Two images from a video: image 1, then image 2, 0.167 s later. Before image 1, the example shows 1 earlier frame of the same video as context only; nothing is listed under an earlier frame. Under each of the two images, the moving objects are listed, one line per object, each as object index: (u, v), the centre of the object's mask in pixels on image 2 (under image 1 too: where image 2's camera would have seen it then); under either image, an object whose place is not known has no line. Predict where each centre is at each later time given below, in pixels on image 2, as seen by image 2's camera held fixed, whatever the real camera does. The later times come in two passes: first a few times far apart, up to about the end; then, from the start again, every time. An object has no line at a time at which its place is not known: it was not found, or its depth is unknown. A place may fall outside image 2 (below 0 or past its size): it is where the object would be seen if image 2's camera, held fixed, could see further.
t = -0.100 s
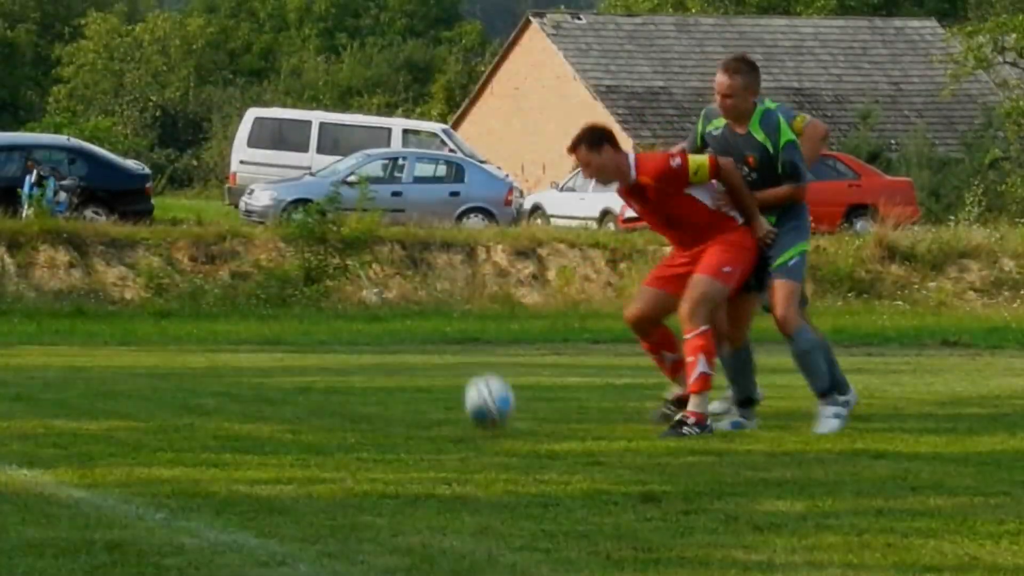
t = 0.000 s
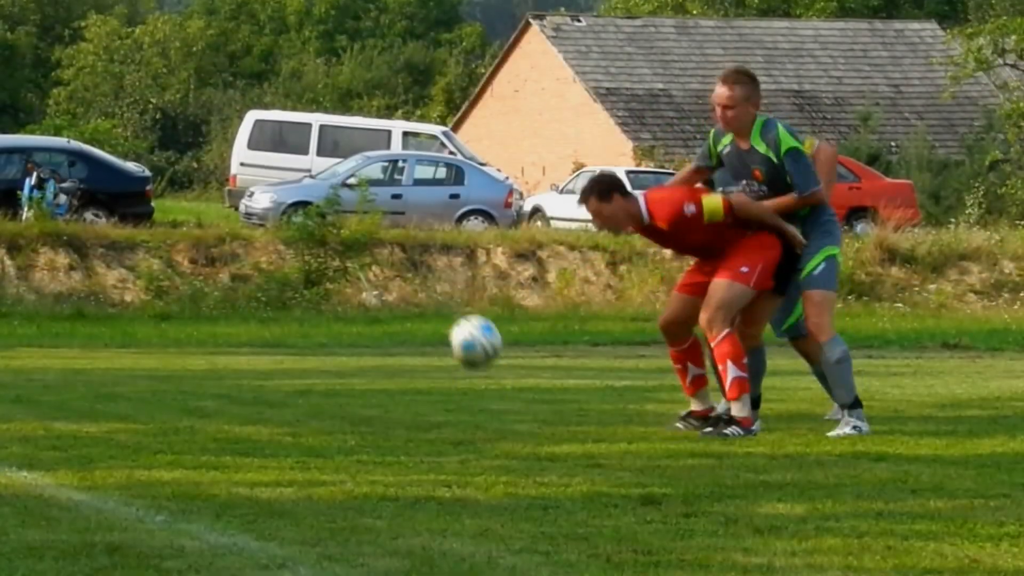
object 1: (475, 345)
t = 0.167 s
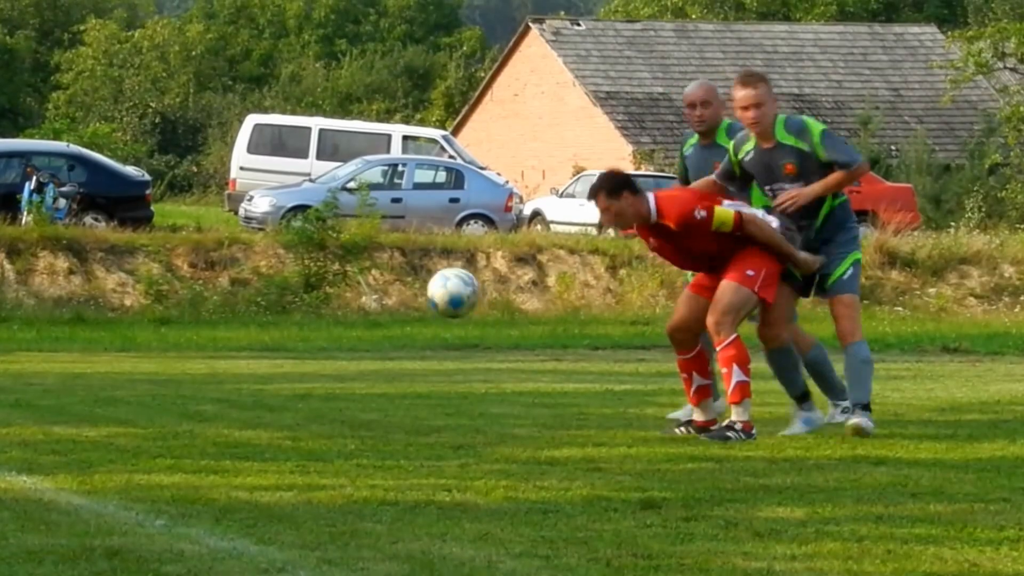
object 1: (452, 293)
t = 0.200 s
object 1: (449, 289)
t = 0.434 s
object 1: (417, 334)
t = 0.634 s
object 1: (391, 400)
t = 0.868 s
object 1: (362, 370)
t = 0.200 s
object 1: (449, 289)
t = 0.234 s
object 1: (445, 288)
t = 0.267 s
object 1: (440, 288)
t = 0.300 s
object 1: (436, 293)
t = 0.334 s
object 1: (430, 300)
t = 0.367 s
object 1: (426, 308)
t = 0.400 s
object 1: (422, 319)
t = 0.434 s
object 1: (417, 334)
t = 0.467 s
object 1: (413, 350)
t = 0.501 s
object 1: (409, 369)
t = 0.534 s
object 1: (404, 390)
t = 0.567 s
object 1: (400, 414)
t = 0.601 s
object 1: (396, 414)
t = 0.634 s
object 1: (391, 400)
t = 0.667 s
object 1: (387, 388)
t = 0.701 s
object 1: (383, 379)
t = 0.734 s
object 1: (379, 373)
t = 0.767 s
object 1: (375, 368)
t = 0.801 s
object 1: (371, 366)
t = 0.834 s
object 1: (366, 367)
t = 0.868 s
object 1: (362, 370)
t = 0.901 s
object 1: (358, 376)
